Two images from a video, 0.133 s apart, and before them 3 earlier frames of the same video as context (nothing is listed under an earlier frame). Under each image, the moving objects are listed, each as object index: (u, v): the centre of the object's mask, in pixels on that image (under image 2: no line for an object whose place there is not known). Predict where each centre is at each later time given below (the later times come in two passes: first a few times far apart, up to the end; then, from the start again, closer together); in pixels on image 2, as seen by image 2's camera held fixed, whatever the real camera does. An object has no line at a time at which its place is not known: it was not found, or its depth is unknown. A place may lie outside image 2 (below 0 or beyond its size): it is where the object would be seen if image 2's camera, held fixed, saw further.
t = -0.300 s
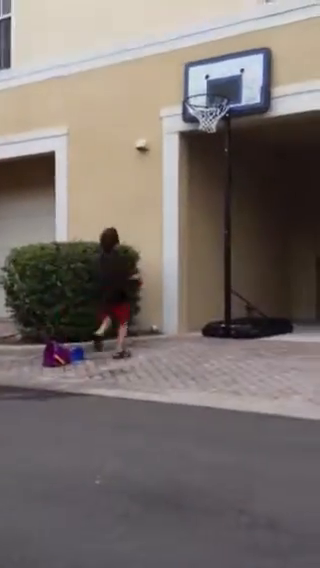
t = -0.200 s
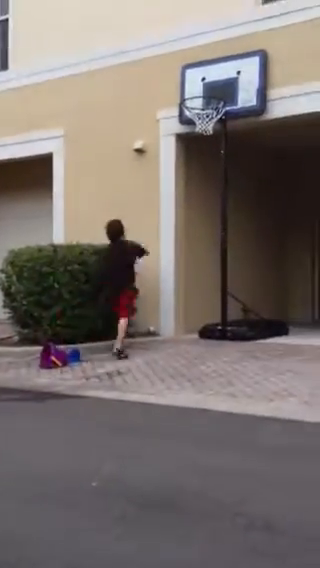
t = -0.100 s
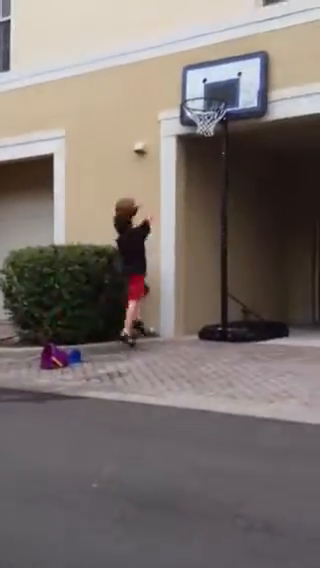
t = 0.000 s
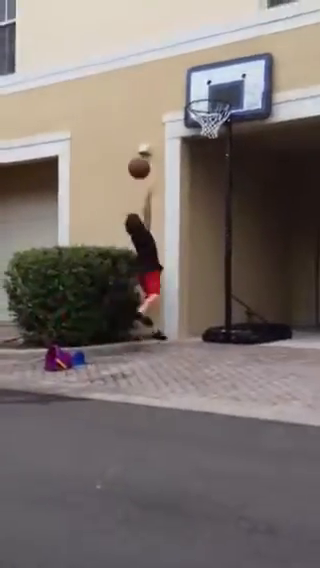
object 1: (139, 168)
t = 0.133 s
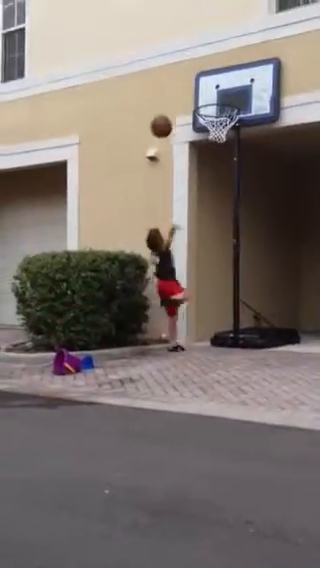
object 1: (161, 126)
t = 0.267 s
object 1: (174, 97)
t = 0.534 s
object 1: (198, 86)
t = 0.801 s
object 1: (210, 96)
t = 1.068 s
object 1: (212, 121)
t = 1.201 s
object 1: (216, 151)
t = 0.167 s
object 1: (164, 117)
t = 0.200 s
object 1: (168, 109)
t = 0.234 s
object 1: (171, 102)
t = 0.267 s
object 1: (174, 97)
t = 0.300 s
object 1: (177, 92)
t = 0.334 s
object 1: (180, 88)
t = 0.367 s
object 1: (183, 85)
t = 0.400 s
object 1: (186, 83)
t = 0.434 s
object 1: (189, 83)
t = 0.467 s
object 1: (192, 83)
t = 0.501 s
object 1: (195, 84)
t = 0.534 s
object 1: (198, 86)
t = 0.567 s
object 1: (201, 89)
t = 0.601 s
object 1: (204, 94)
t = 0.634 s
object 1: (206, 98)
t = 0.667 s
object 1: (208, 103)
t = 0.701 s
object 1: (208, 101)
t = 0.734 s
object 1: (209, 98)
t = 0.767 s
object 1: (209, 97)
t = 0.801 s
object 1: (210, 96)
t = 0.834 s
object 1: (210, 96)
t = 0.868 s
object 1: (211, 97)
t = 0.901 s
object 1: (211, 98)
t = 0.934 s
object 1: (211, 101)
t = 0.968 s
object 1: (211, 104)
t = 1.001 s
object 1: (211, 110)
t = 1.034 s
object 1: (212, 114)
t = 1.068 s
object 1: (212, 121)
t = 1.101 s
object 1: (212, 130)
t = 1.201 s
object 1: (216, 151)
